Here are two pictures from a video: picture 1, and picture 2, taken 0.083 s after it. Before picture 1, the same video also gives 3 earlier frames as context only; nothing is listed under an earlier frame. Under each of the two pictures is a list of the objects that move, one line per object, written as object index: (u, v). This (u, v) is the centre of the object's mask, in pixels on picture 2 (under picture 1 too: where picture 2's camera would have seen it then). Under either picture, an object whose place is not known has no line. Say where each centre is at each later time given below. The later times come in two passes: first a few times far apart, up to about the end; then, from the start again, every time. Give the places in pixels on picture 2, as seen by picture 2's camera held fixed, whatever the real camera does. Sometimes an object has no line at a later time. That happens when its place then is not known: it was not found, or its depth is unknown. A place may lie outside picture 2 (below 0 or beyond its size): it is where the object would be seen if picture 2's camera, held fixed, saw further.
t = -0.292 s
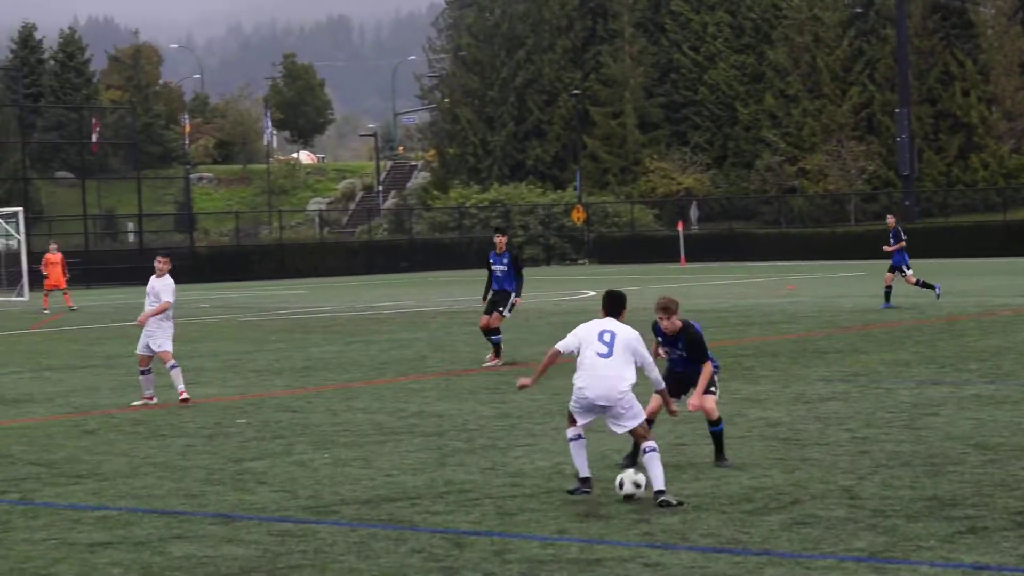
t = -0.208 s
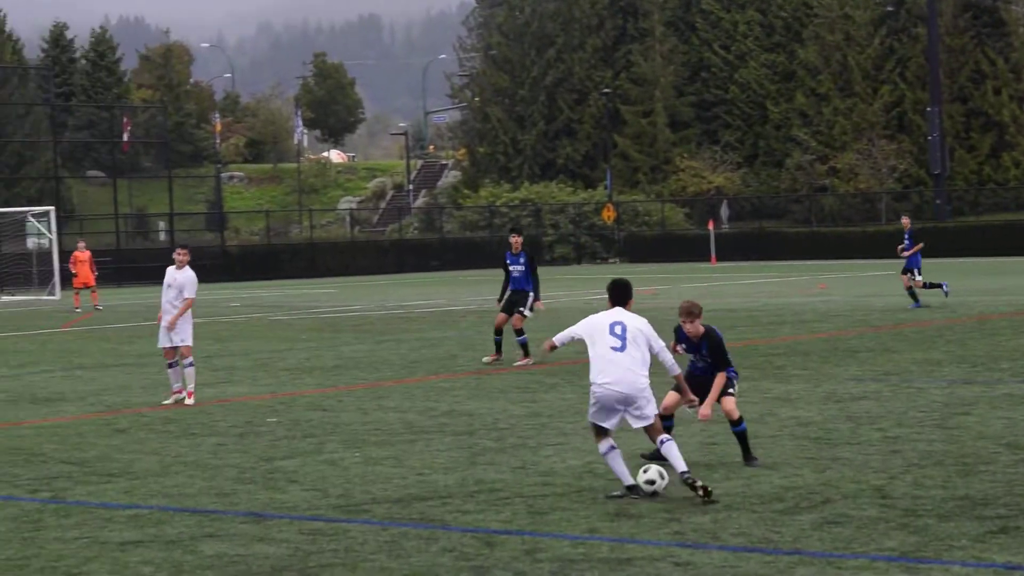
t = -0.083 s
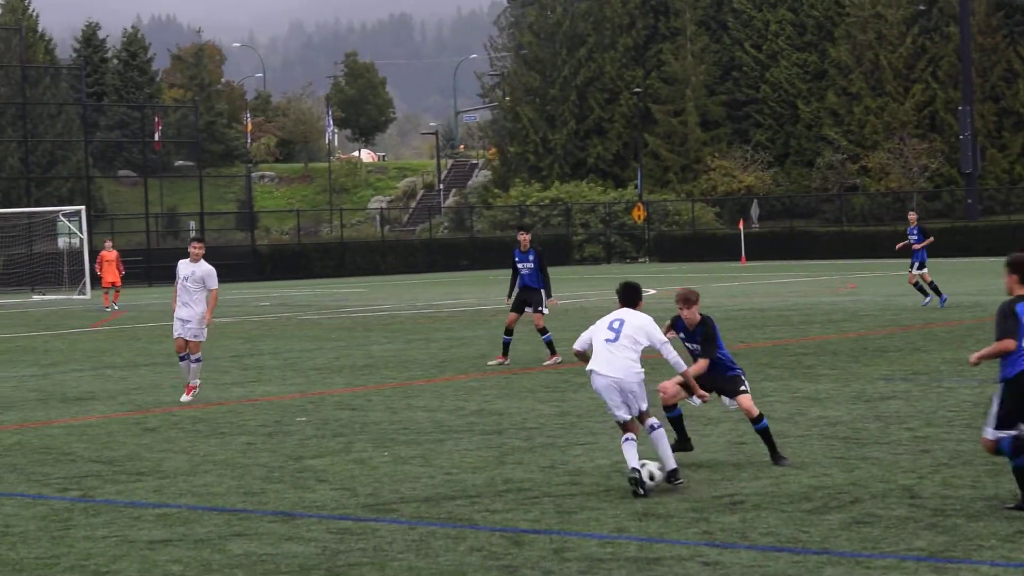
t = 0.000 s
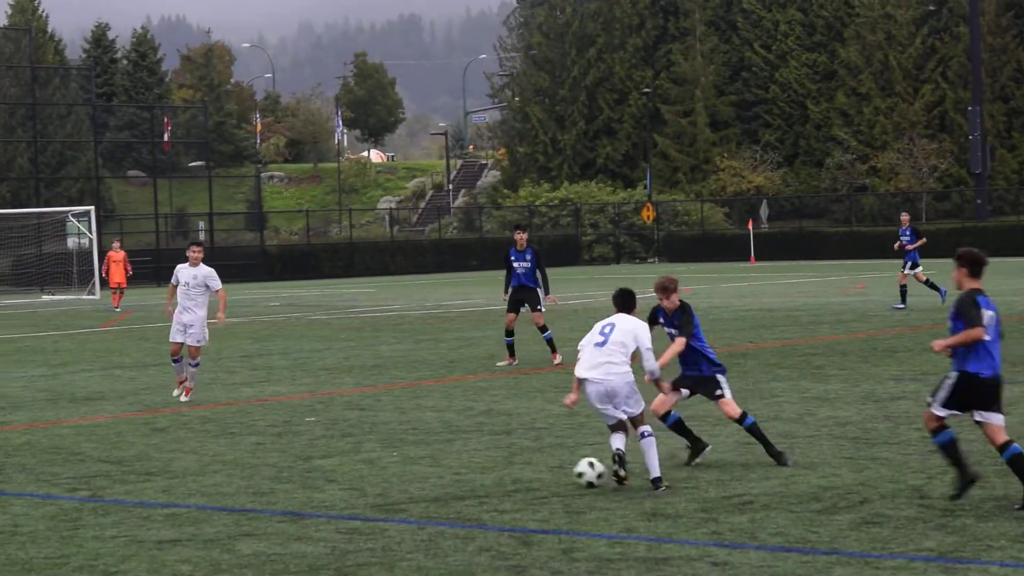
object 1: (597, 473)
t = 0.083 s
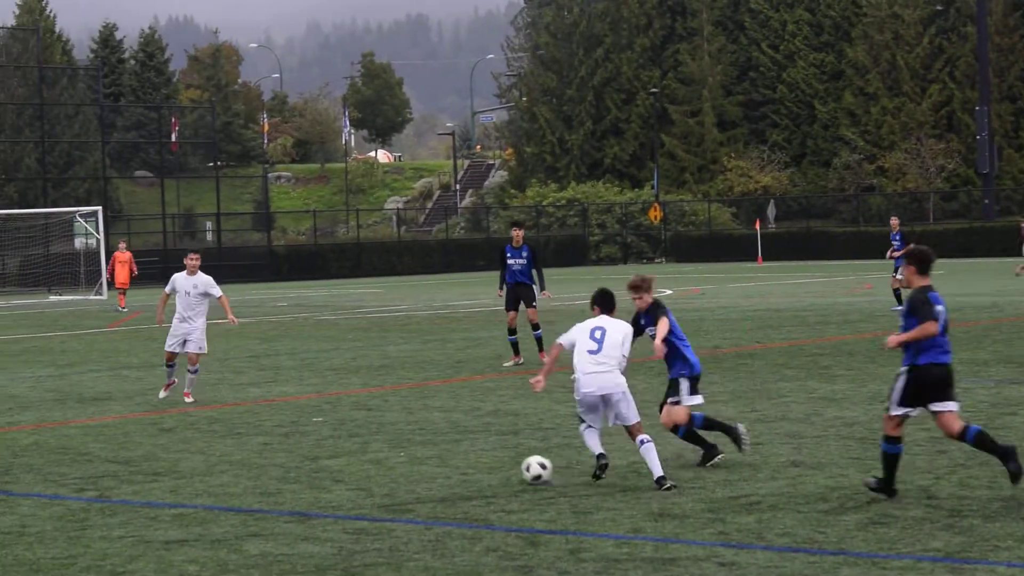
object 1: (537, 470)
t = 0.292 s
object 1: (411, 464)
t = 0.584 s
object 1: (285, 453)
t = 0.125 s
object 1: (509, 469)
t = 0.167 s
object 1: (483, 467)
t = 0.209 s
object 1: (459, 466)
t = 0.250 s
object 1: (435, 465)
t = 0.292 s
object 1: (411, 464)
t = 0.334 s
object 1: (389, 463)
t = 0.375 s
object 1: (369, 462)
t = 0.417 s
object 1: (351, 459)
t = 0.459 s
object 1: (332, 459)
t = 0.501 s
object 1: (315, 458)
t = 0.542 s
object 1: (300, 455)
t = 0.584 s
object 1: (285, 453)
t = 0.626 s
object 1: (269, 453)
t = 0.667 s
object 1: (256, 452)
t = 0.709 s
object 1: (242, 454)
